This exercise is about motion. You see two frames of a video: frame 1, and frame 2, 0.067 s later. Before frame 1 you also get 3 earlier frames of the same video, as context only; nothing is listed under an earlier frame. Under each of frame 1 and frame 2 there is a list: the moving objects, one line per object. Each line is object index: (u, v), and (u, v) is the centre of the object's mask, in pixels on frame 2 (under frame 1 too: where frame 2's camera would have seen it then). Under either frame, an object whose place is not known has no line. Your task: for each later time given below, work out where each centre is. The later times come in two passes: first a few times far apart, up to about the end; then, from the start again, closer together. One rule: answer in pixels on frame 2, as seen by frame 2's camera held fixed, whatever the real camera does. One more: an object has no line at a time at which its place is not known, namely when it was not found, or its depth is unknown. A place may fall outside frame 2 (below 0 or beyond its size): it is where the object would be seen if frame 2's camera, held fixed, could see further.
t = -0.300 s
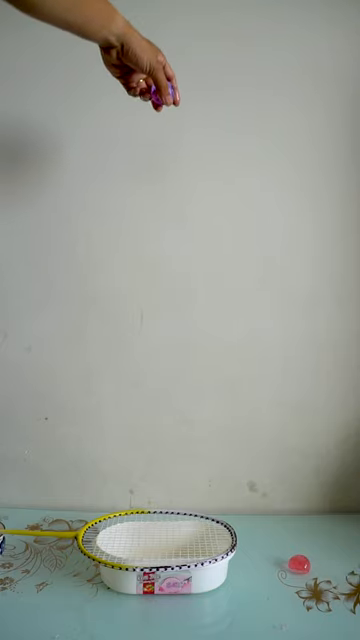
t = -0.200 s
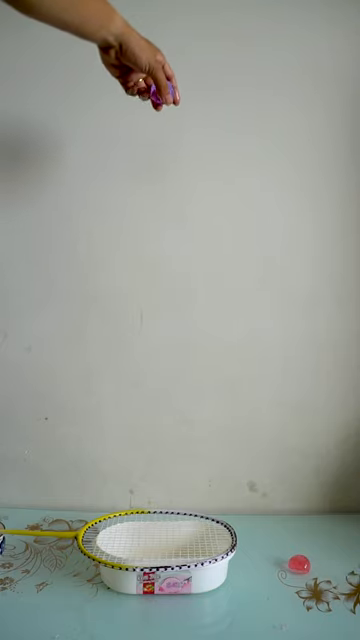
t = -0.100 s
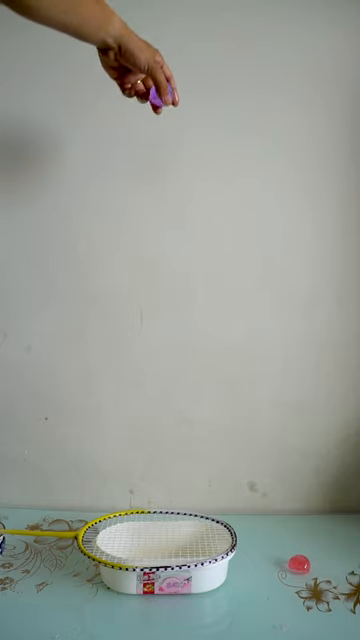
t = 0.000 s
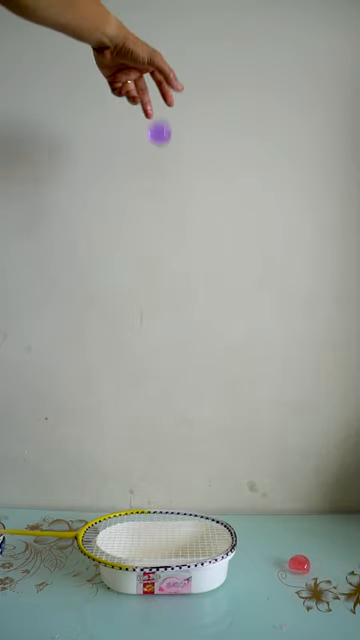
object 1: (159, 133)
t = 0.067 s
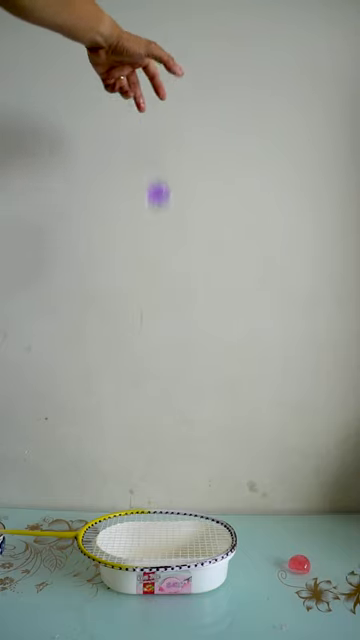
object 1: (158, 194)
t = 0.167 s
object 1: (154, 340)
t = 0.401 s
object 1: (163, 434)
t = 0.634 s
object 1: (176, 511)
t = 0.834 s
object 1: (182, 517)
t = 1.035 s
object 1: (179, 513)
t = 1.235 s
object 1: (171, 514)
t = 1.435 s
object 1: (170, 514)
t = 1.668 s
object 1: (170, 514)
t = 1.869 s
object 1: (170, 514)
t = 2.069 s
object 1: (170, 514)
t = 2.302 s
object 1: (170, 514)
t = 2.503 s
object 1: (170, 514)
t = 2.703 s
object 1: (170, 514)
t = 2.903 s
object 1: (169, 514)
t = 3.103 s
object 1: (169, 514)
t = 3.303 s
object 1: (170, 514)
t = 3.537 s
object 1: (170, 514)
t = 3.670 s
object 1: (169, 514)
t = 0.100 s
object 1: (157, 236)
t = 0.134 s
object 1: (156, 284)
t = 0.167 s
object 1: (154, 340)
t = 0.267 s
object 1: (152, 519)
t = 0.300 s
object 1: (155, 491)
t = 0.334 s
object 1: (158, 465)
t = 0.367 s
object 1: (161, 446)
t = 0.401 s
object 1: (163, 434)
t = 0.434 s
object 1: (166, 429)
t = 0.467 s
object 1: (168, 431)
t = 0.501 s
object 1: (170, 438)
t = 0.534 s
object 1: (172, 452)
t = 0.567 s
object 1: (175, 473)
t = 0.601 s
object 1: (176, 499)
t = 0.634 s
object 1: (176, 511)
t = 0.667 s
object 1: (174, 501)
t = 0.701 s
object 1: (174, 496)
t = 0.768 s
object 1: (182, 493)
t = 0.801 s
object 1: (182, 502)
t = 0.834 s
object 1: (182, 517)
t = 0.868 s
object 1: (182, 512)
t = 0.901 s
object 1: (182, 507)
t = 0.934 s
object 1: (181, 509)
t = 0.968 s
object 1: (181, 514)
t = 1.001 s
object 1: (180, 513)
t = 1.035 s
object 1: (179, 513)
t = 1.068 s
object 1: (178, 514)
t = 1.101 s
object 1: (176, 514)
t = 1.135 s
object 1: (175, 514)
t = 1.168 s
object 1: (173, 514)
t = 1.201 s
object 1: (172, 514)
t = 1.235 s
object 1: (171, 514)
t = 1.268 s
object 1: (170, 514)
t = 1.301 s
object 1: (170, 514)
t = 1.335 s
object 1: (170, 514)
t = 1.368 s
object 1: (170, 514)
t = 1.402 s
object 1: (170, 514)
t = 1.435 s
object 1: (170, 514)
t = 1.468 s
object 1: (170, 514)
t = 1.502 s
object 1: (170, 514)
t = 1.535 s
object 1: (170, 514)
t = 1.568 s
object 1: (170, 514)
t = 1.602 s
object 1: (170, 514)
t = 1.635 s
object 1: (170, 514)
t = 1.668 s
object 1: (170, 514)
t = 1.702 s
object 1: (170, 514)
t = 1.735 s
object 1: (170, 514)
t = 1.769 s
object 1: (170, 514)
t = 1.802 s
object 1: (170, 514)
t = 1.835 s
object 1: (170, 514)
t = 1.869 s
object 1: (170, 514)
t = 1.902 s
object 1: (170, 514)
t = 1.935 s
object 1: (170, 514)
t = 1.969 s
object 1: (170, 514)
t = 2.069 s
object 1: (170, 514)
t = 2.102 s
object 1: (170, 514)
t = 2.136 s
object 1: (170, 514)
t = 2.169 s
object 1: (170, 514)
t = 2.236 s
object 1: (170, 514)
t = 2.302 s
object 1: (170, 514)
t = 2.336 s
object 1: (170, 514)
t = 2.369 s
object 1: (170, 514)
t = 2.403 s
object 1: (170, 514)
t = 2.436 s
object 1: (169, 514)
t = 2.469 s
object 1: (170, 514)
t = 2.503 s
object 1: (170, 514)
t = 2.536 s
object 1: (170, 514)
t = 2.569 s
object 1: (170, 514)
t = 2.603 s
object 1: (170, 514)
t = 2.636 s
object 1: (169, 514)
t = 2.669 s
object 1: (169, 514)
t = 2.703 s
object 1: (170, 514)
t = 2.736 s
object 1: (169, 514)
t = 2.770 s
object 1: (169, 514)
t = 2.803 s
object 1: (169, 514)
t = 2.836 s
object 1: (169, 514)
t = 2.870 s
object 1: (170, 514)
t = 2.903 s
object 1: (169, 514)
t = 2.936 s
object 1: (169, 514)
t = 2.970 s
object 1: (169, 514)
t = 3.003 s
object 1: (169, 514)
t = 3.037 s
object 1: (169, 514)
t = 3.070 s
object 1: (170, 514)
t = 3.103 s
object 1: (169, 514)
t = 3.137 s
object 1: (169, 514)
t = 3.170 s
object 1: (169, 514)
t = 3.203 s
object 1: (169, 514)
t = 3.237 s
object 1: (170, 514)
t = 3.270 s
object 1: (169, 514)
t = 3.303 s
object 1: (170, 514)
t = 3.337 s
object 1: (169, 514)
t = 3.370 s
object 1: (170, 514)
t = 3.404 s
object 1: (169, 514)
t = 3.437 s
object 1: (170, 514)
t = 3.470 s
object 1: (169, 514)
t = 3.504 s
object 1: (170, 514)
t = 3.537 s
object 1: (170, 514)
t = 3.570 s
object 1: (170, 514)
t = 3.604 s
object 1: (170, 514)
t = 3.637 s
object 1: (169, 514)
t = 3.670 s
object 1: (169, 514)
